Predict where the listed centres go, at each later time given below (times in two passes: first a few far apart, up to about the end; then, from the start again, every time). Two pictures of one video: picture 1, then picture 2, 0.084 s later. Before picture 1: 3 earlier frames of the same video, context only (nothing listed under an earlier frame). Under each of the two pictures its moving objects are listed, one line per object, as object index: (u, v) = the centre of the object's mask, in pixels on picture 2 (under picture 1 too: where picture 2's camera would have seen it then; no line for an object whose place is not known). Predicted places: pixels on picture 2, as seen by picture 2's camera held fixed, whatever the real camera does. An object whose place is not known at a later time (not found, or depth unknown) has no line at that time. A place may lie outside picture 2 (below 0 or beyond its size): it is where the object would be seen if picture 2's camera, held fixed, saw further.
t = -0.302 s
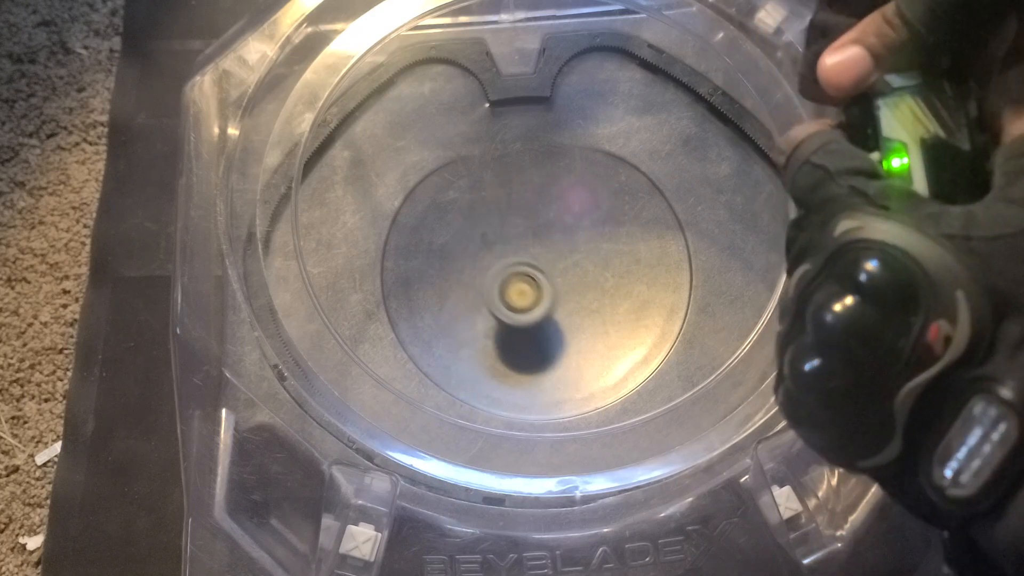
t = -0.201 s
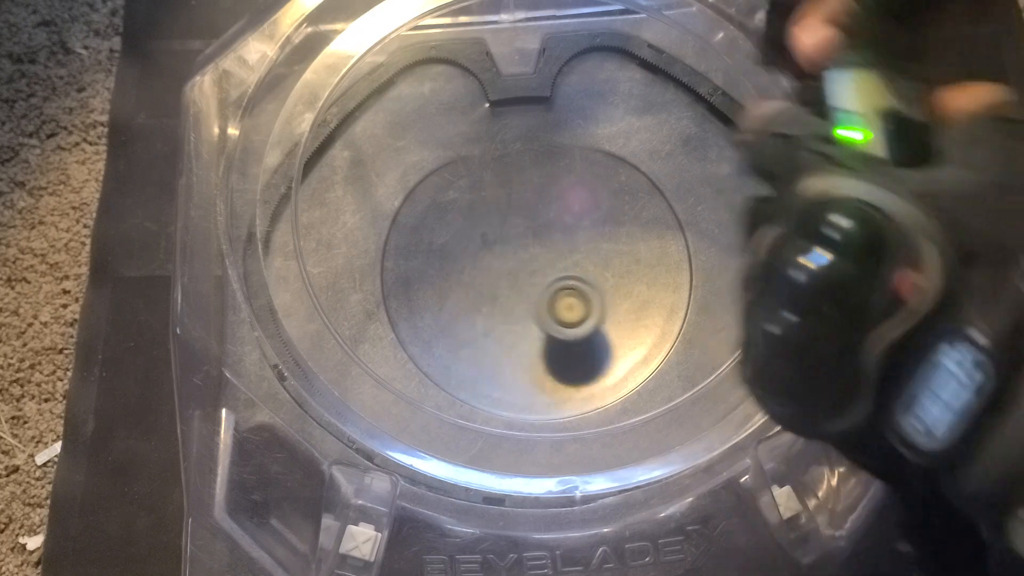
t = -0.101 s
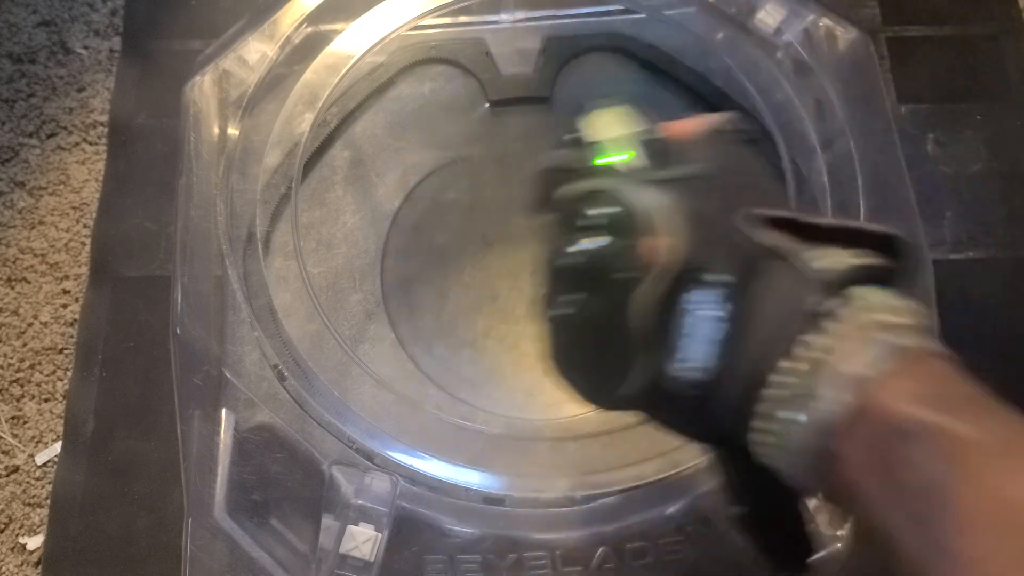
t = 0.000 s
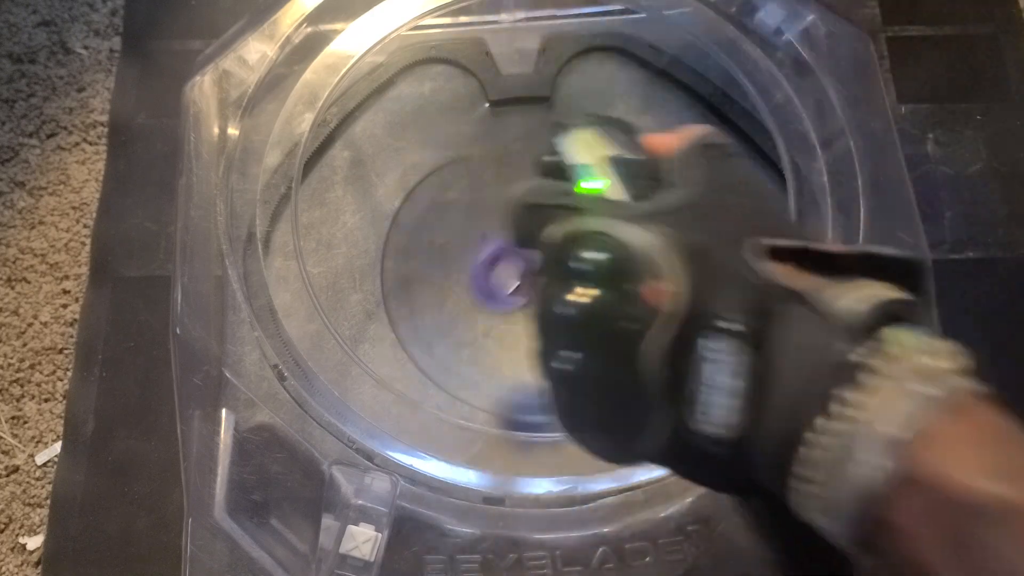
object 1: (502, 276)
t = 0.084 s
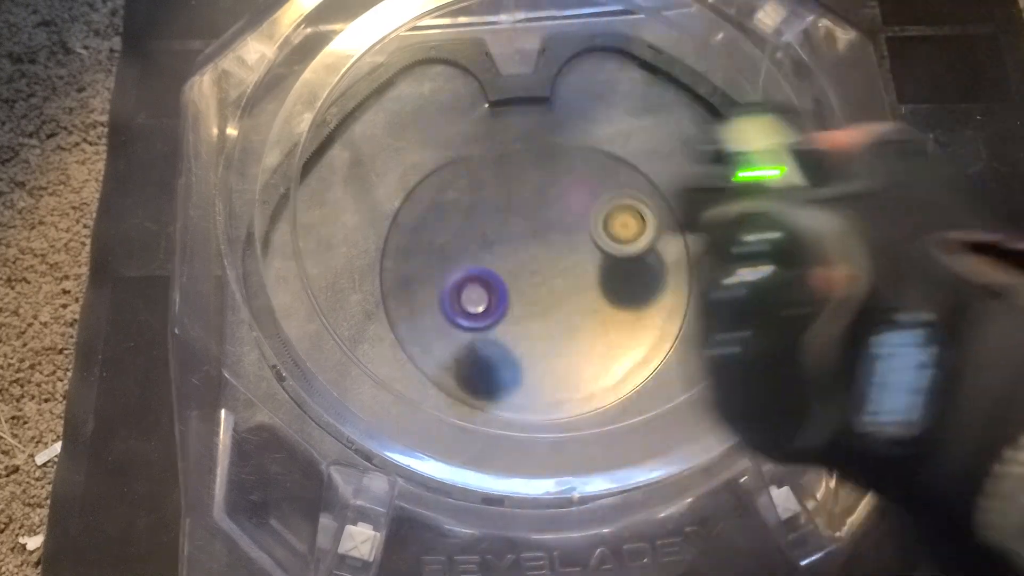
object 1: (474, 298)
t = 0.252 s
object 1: (503, 295)
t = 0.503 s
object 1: (642, 201)
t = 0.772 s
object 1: (496, 148)
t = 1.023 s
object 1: (467, 384)
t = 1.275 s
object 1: (574, 125)
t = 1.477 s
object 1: (278, 308)
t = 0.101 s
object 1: (474, 295)
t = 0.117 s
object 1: (474, 293)
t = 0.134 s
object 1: (474, 292)
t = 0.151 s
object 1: (474, 293)
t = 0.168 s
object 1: (475, 296)
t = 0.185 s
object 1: (477, 297)
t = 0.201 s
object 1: (483, 295)
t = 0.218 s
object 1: (488, 296)
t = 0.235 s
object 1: (494, 296)
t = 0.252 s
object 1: (503, 295)
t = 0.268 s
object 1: (511, 295)
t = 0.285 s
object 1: (522, 294)
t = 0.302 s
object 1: (533, 291)
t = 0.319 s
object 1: (544, 289)
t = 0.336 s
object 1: (556, 286)
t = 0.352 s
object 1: (568, 282)
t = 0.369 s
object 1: (581, 275)
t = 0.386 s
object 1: (592, 268)
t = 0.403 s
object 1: (603, 260)
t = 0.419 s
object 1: (613, 252)
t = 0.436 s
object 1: (620, 242)
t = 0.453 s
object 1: (629, 232)
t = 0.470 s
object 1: (634, 223)
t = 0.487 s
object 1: (639, 212)
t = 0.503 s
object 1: (642, 201)
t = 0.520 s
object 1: (646, 190)
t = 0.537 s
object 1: (647, 180)
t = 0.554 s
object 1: (647, 171)
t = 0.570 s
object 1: (646, 160)
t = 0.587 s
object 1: (642, 153)
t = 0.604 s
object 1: (634, 150)
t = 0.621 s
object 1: (624, 149)
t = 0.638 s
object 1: (612, 147)
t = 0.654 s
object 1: (598, 146)
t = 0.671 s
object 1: (586, 145)
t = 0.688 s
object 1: (573, 145)
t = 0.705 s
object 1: (559, 145)
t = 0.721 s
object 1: (544, 145)
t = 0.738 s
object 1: (528, 145)
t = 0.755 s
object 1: (513, 145)
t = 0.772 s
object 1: (496, 148)
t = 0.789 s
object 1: (478, 152)
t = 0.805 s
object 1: (461, 156)
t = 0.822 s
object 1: (445, 164)
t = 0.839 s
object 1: (426, 170)
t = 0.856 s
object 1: (410, 183)
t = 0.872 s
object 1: (402, 201)
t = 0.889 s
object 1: (396, 221)
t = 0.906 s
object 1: (391, 243)
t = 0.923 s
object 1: (388, 265)
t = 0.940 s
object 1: (388, 285)
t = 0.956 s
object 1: (394, 306)
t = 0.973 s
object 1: (406, 328)
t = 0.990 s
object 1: (422, 350)
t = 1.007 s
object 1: (442, 370)
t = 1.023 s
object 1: (467, 384)
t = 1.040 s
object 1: (495, 391)
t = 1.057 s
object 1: (525, 396)
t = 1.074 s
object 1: (555, 397)
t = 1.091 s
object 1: (586, 392)
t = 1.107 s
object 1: (617, 380)
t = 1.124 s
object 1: (643, 365)
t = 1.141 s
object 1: (666, 340)
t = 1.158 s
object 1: (680, 313)
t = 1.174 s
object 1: (688, 283)
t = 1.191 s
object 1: (687, 250)
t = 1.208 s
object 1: (680, 218)
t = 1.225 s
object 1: (665, 189)
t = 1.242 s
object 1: (637, 160)
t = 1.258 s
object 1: (603, 138)
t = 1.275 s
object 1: (574, 125)
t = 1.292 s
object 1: (545, 112)
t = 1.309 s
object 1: (516, 101)
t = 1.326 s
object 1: (481, 92)
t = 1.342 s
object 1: (451, 96)
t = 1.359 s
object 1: (421, 96)
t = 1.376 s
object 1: (386, 98)
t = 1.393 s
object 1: (355, 106)
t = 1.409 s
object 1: (337, 138)
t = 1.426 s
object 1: (323, 182)
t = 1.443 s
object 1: (301, 223)
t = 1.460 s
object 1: (289, 262)
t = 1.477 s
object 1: (278, 308)
